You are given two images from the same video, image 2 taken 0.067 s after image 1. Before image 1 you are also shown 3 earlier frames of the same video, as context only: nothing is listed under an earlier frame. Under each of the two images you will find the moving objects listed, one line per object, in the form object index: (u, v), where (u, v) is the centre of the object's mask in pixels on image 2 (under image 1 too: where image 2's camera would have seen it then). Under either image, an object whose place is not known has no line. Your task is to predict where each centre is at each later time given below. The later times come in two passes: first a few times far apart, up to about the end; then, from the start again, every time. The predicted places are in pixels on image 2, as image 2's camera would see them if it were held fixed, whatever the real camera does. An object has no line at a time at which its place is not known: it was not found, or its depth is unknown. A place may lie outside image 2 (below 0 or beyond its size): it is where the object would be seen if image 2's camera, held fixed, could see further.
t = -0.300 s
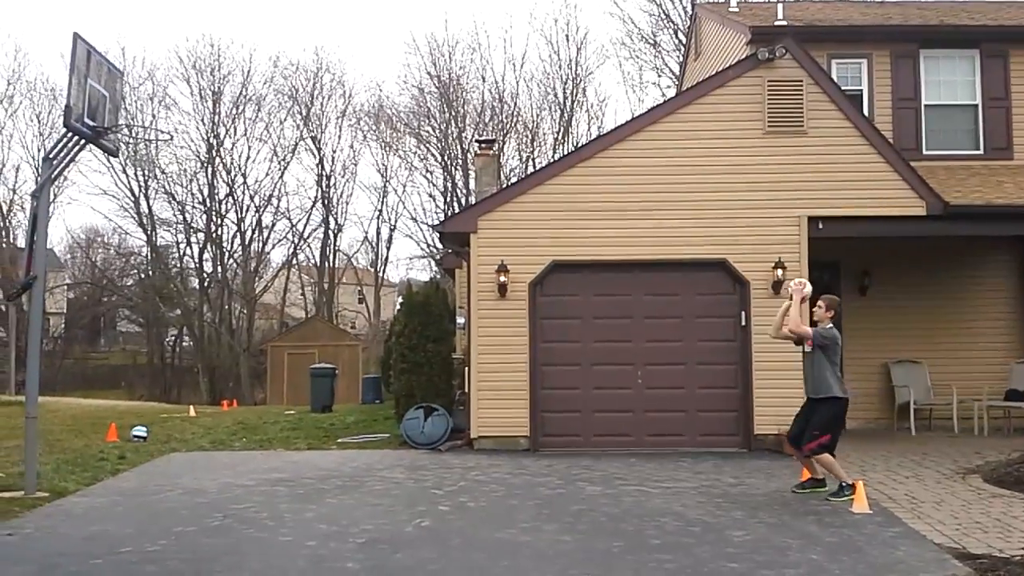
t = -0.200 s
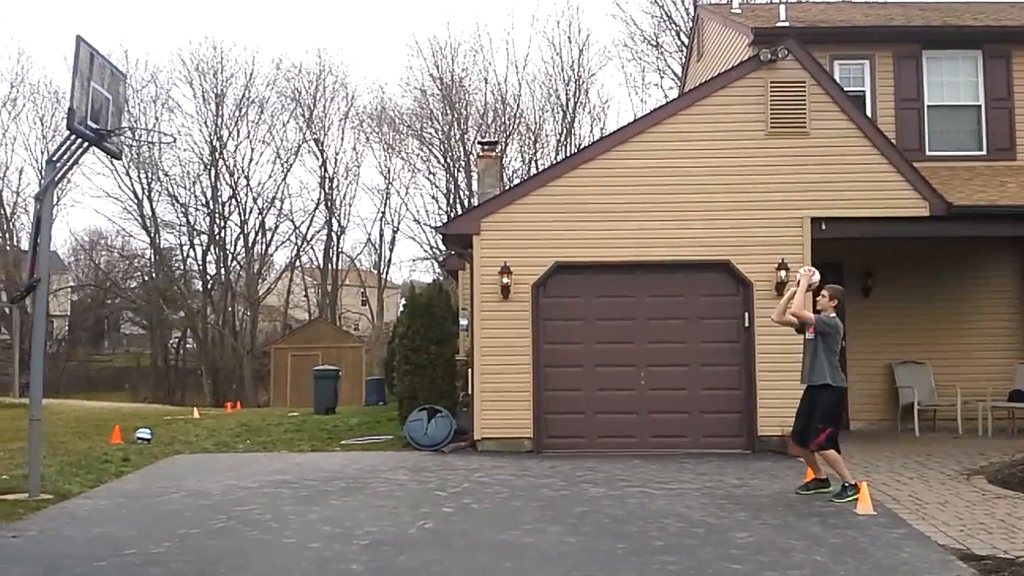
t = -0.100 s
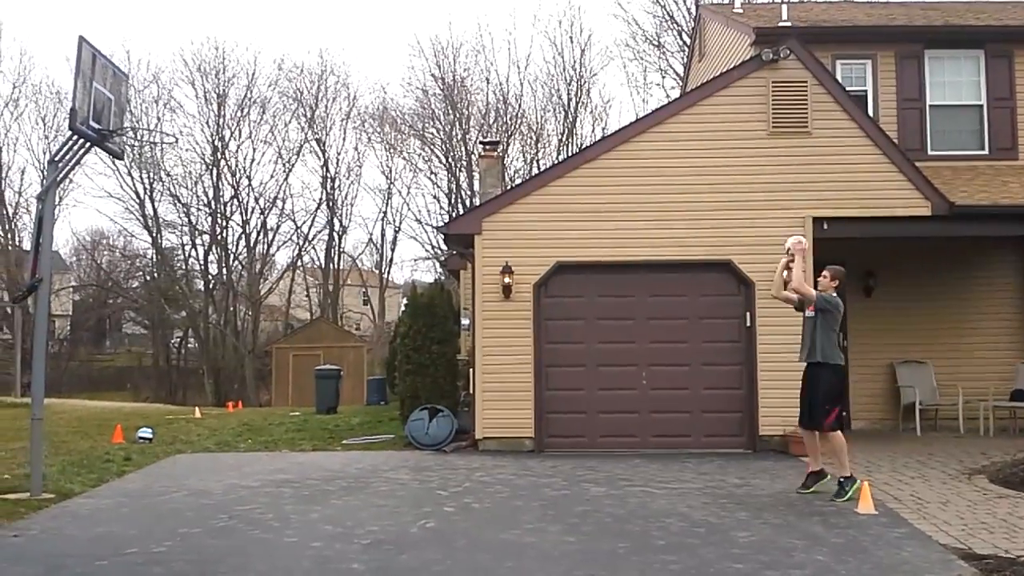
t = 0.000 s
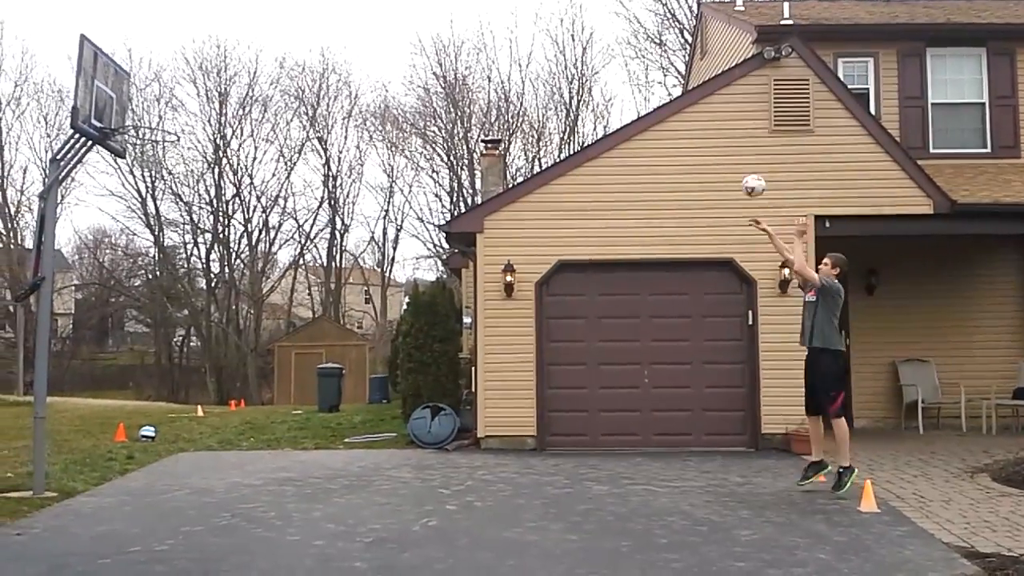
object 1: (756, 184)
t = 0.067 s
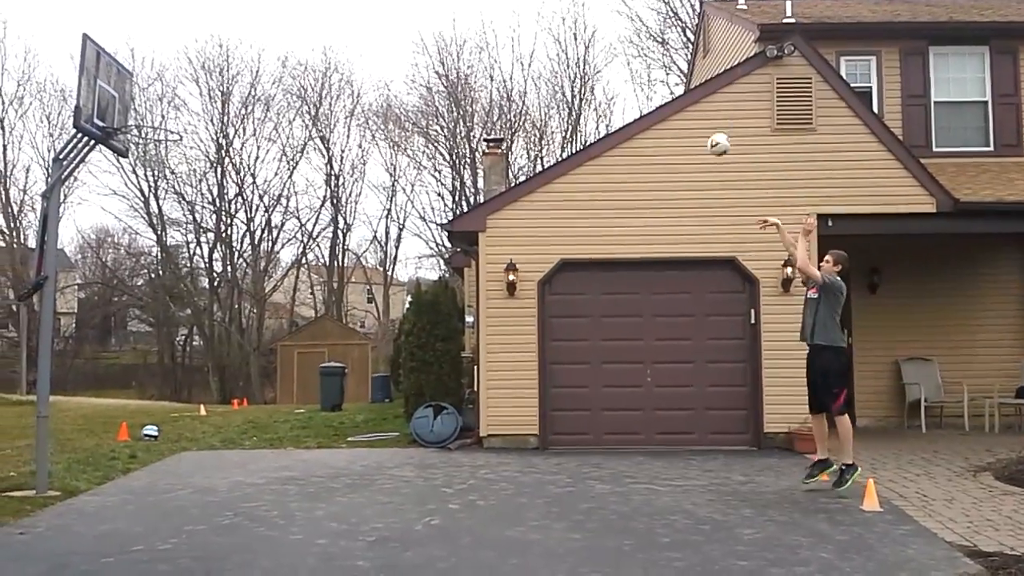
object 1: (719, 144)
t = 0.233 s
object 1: (628, 68)
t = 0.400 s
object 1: (542, 18)
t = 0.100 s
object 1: (701, 126)
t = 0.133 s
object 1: (682, 108)
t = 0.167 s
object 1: (663, 96)
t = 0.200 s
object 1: (646, 81)
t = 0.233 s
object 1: (628, 68)
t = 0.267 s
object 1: (610, 57)
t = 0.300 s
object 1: (594, 44)
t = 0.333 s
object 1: (576, 35)
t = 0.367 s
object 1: (559, 26)
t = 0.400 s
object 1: (542, 18)
